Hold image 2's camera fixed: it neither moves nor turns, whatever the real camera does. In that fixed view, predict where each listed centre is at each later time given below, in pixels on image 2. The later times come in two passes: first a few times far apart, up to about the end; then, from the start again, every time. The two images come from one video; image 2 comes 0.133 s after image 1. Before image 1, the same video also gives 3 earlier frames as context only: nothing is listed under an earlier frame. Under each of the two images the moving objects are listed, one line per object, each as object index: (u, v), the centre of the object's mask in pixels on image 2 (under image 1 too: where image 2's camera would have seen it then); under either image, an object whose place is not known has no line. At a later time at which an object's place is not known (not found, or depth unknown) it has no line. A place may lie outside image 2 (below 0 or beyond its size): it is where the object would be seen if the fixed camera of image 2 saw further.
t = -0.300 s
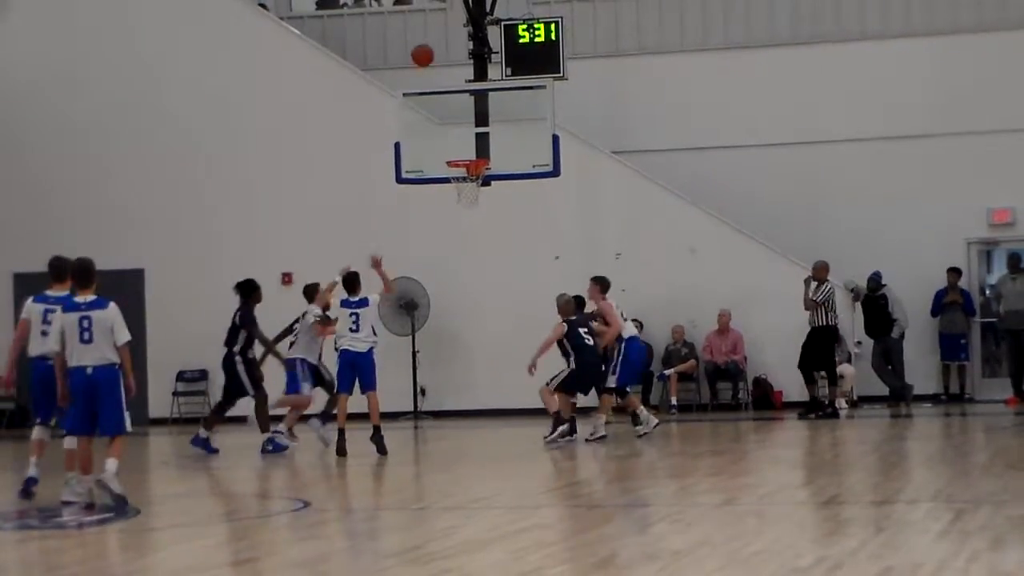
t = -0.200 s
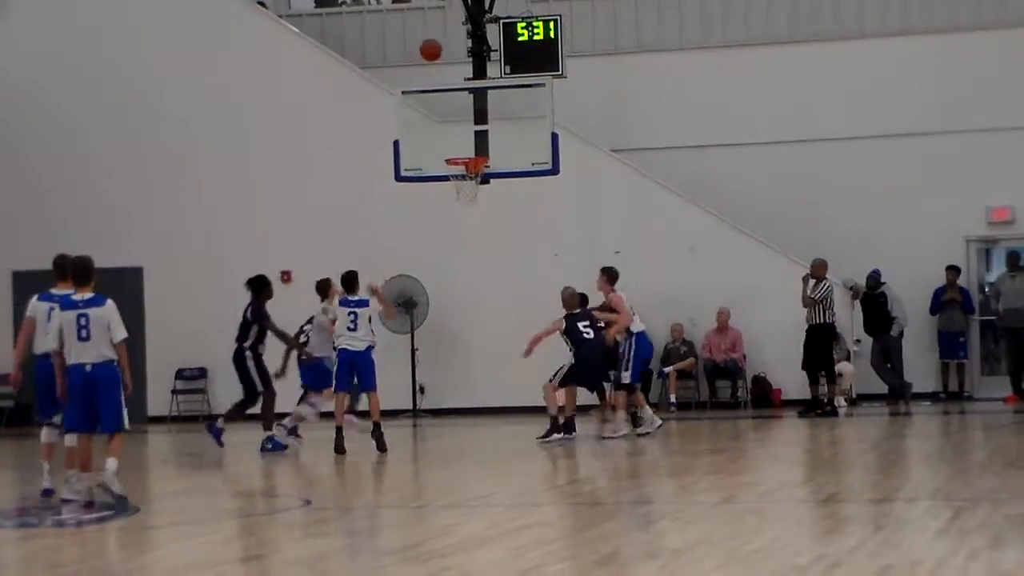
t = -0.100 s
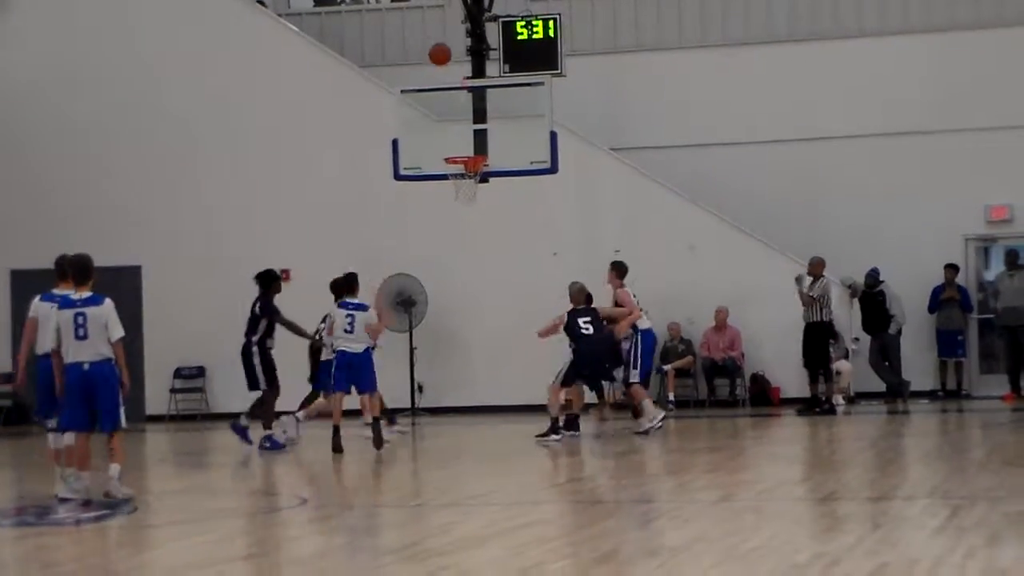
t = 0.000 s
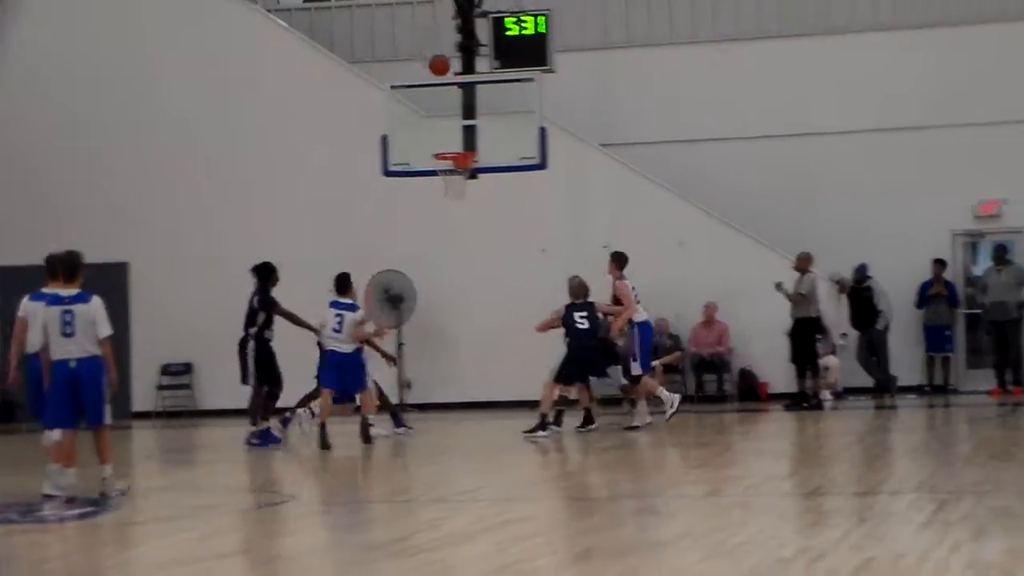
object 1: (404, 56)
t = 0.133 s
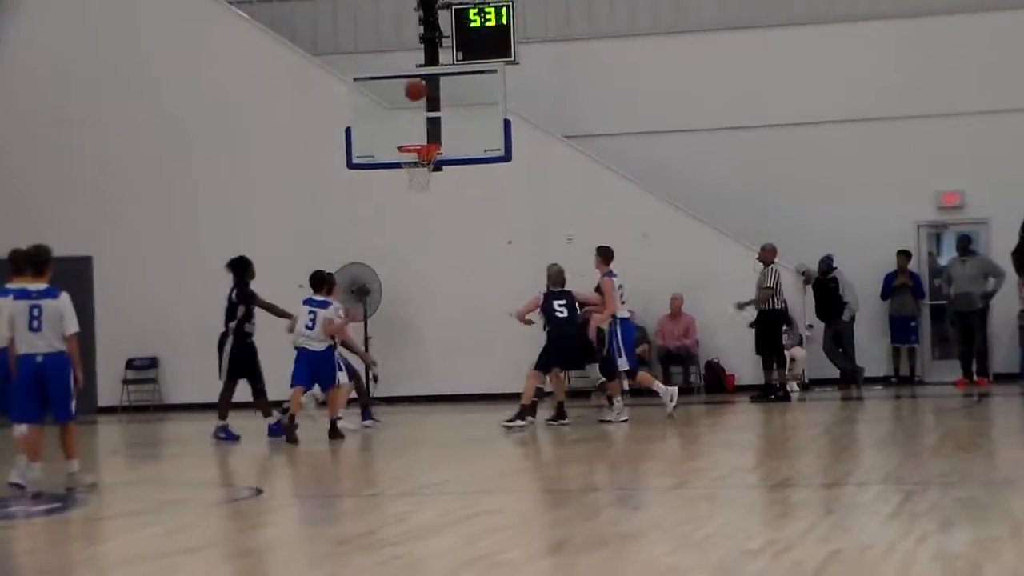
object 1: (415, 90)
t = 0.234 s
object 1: (423, 124)
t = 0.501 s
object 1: (427, 129)
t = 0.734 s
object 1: (409, 142)
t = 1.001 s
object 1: (434, 168)
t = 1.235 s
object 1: (425, 185)
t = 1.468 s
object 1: (412, 247)
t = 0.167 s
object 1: (417, 100)
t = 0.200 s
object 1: (421, 111)
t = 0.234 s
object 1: (423, 124)
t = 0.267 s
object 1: (426, 135)
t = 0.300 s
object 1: (427, 134)
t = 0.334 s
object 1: (428, 131)
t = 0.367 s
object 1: (428, 129)
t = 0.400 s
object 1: (427, 128)
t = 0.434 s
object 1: (427, 129)
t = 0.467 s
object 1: (427, 129)
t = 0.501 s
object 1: (427, 129)
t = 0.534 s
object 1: (424, 129)
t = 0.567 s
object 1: (421, 128)
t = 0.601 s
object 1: (419, 129)
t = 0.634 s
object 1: (417, 131)
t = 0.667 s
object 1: (414, 134)
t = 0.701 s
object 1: (412, 137)
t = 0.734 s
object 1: (409, 142)
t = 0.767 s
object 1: (412, 144)
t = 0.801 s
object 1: (414, 146)
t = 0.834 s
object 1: (419, 152)
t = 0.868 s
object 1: (425, 155)
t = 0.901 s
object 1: (429, 159)
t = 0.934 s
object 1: (433, 166)
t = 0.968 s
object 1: (434, 168)
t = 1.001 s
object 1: (434, 168)
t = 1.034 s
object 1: (435, 169)
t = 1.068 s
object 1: (433, 170)
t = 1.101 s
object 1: (431, 171)
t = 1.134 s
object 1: (431, 174)
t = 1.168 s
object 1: (429, 177)
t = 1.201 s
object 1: (427, 181)
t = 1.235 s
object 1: (425, 185)
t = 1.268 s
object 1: (423, 192)
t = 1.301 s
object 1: (421, 199)
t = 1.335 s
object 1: (419, 207)
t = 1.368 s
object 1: (417, 216)
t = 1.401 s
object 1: (416, 225)
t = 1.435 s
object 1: (414, 235)
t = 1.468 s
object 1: (412, 247)
